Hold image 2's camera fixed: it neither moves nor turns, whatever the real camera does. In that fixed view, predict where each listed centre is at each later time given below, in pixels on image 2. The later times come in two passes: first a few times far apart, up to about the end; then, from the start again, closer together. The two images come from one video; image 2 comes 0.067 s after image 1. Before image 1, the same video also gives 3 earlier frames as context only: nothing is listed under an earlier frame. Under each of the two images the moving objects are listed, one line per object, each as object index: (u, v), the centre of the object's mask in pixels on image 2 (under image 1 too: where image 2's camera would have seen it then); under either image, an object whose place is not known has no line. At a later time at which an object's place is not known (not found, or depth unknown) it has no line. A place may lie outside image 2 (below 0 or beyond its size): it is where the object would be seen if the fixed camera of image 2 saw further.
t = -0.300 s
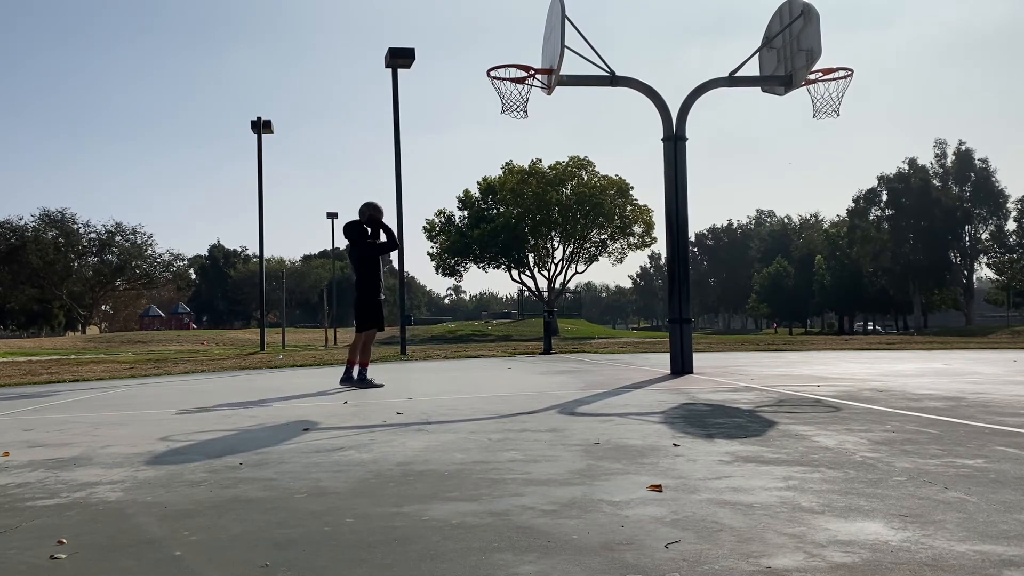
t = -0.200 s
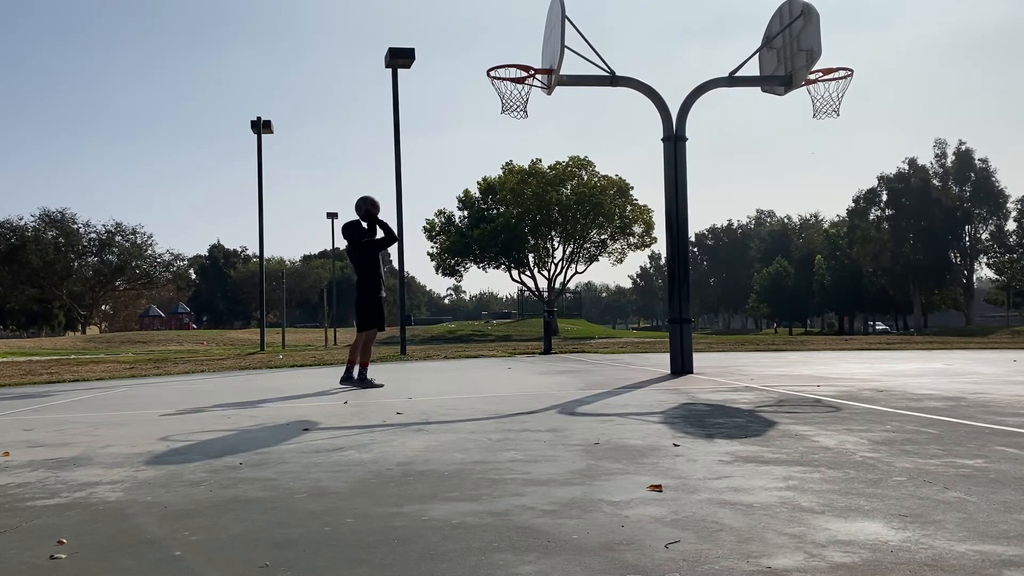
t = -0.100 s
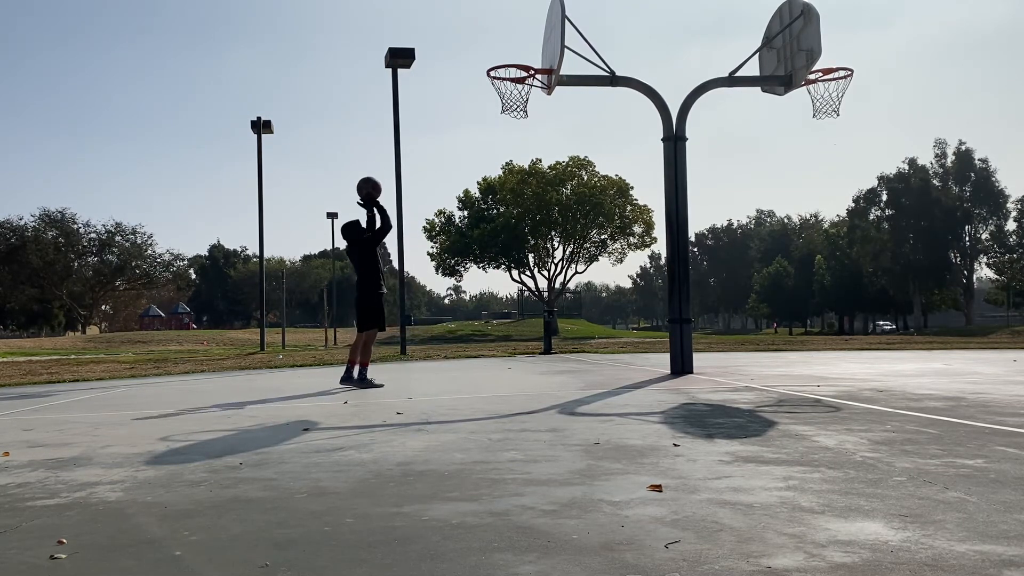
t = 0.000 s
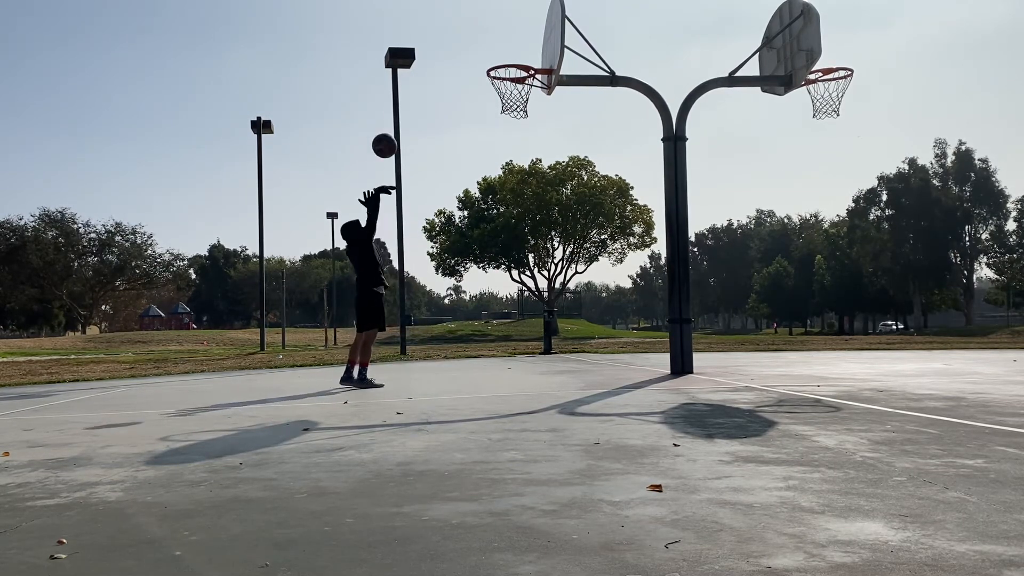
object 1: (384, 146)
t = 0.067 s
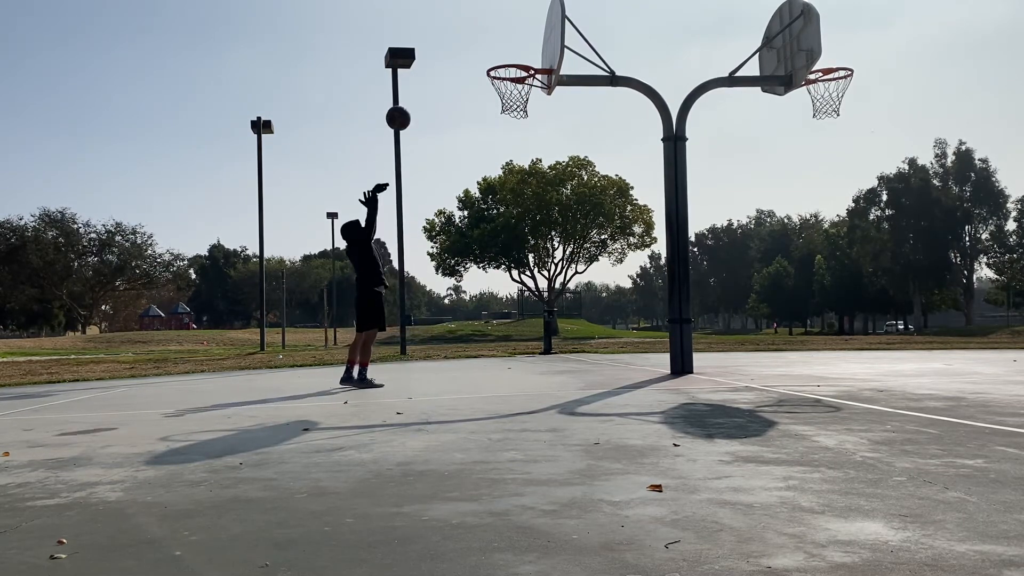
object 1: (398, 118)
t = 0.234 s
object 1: (432, 69)
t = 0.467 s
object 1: (479, 48)
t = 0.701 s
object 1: (522, 80)
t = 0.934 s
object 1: (505, 163)
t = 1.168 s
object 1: (493, 298)
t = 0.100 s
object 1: (406, 106)
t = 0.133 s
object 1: (412, 95)
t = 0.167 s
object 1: (418, 86)
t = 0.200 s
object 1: (425, 77)
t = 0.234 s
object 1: (432, 69)
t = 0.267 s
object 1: (439, 63)
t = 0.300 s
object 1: (445, 58)
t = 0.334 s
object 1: (452, 54)
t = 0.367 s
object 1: (459, 51)
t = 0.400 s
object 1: (466, 49)
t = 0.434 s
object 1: (473, 48)
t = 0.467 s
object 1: (479, 48)
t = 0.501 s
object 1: (486, 49)
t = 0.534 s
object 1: (493, 52)
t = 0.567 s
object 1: (500, 55)
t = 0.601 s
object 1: (507, 60)
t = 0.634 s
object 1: (514, 66)
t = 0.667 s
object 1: (521, 72)
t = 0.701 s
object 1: (522, 80)
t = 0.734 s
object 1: (520, 89)
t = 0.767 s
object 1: (517, 99)
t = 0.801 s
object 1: (514, 109)
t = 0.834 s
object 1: (512, 121)
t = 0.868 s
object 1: (510, 134)
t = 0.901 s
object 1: (508, 148)
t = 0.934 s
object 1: (505, 163)
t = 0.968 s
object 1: (504, 179)
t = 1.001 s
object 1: (502, 196)
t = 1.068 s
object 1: (498, 234)
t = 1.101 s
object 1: (496, 254)
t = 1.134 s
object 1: (494, 275)
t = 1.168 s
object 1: (493, 298)
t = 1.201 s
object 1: (491, 321)
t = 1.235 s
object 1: (490, 346)
